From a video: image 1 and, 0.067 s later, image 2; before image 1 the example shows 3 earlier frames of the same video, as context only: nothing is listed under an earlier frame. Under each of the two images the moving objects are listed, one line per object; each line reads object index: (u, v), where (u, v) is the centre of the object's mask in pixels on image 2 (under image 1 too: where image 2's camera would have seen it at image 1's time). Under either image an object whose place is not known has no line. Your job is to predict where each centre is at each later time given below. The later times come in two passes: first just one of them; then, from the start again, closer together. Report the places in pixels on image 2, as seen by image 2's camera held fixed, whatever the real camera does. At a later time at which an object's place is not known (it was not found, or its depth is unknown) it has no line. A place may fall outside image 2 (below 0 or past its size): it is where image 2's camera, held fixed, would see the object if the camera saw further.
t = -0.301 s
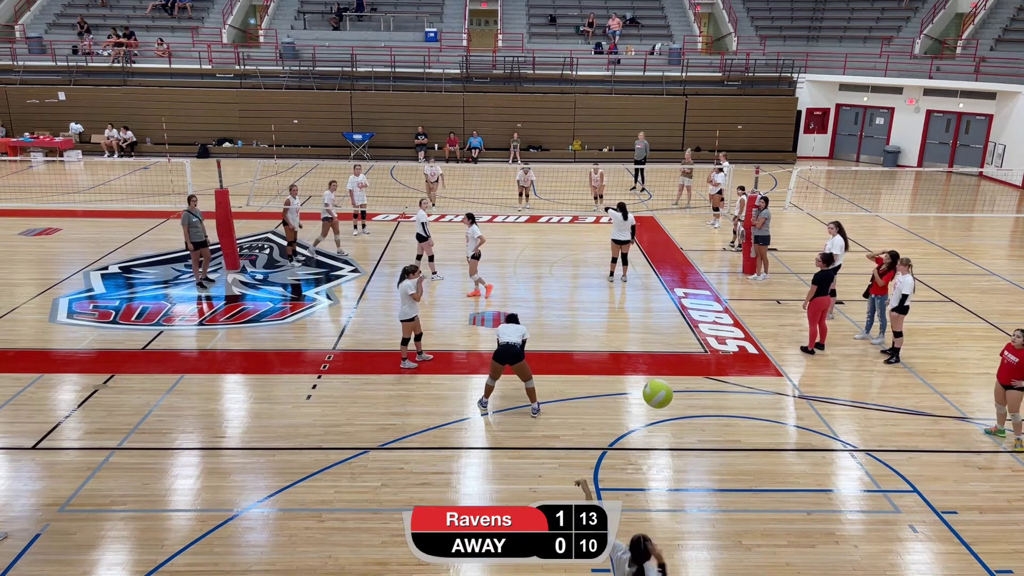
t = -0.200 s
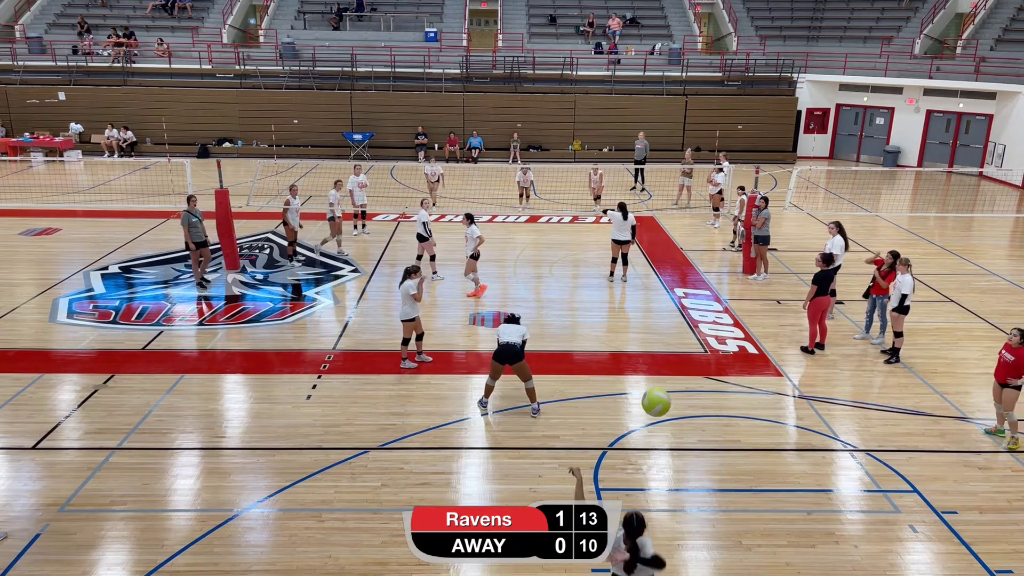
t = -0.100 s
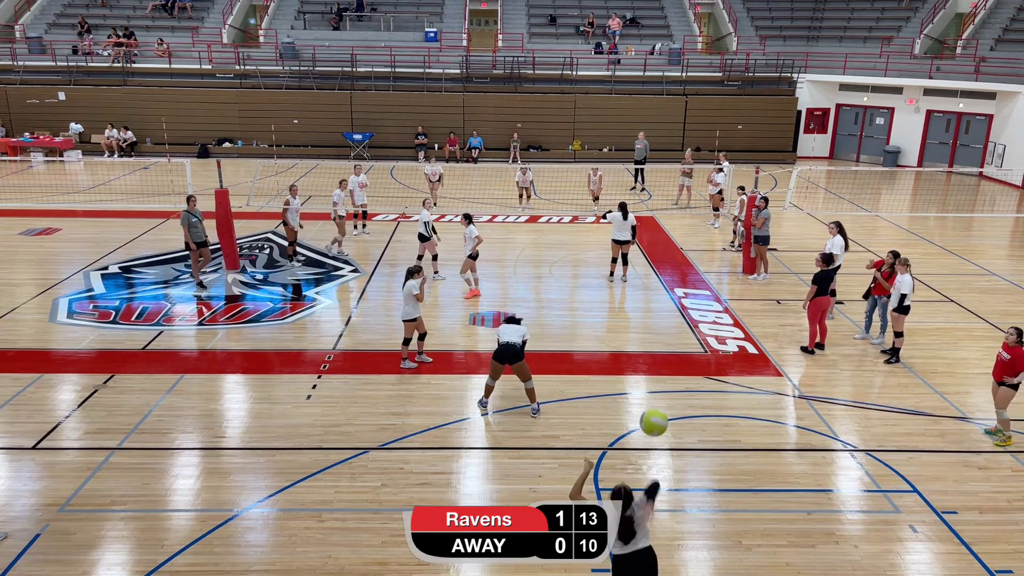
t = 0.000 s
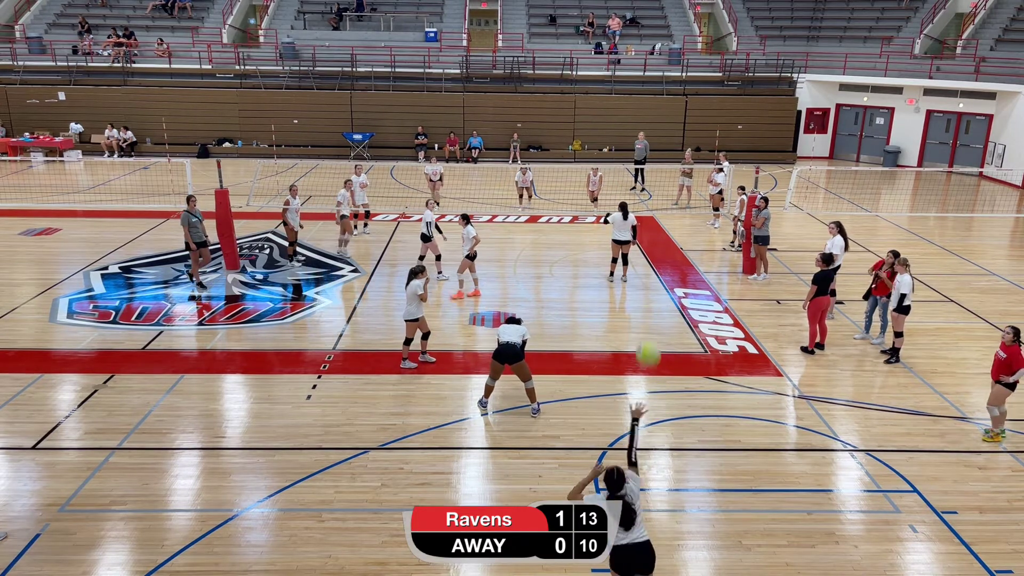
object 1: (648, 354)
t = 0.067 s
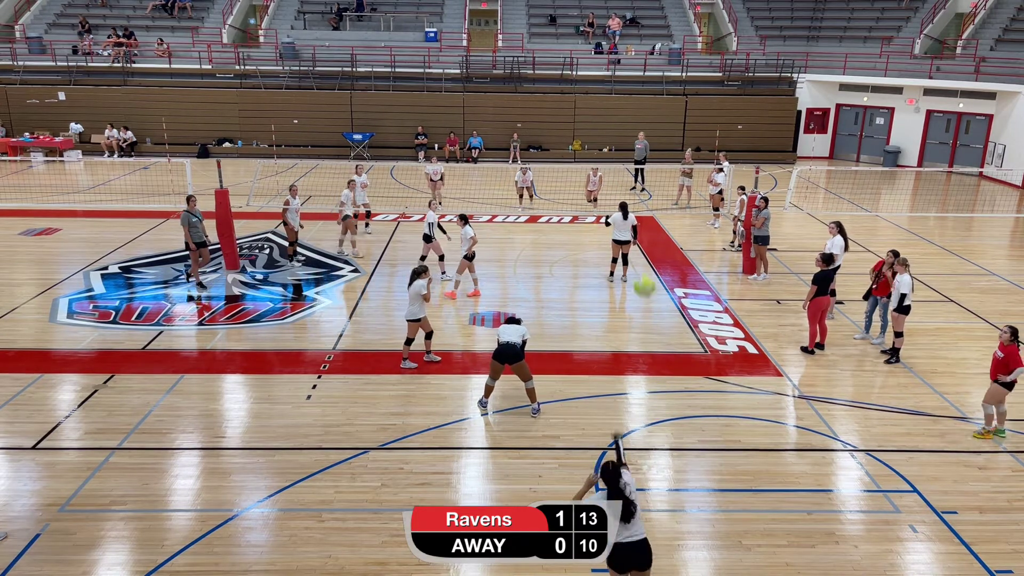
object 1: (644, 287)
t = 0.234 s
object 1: (639, 188)
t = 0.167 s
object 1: (641, 218)
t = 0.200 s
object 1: (640, 202)
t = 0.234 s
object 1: (639, 188)
